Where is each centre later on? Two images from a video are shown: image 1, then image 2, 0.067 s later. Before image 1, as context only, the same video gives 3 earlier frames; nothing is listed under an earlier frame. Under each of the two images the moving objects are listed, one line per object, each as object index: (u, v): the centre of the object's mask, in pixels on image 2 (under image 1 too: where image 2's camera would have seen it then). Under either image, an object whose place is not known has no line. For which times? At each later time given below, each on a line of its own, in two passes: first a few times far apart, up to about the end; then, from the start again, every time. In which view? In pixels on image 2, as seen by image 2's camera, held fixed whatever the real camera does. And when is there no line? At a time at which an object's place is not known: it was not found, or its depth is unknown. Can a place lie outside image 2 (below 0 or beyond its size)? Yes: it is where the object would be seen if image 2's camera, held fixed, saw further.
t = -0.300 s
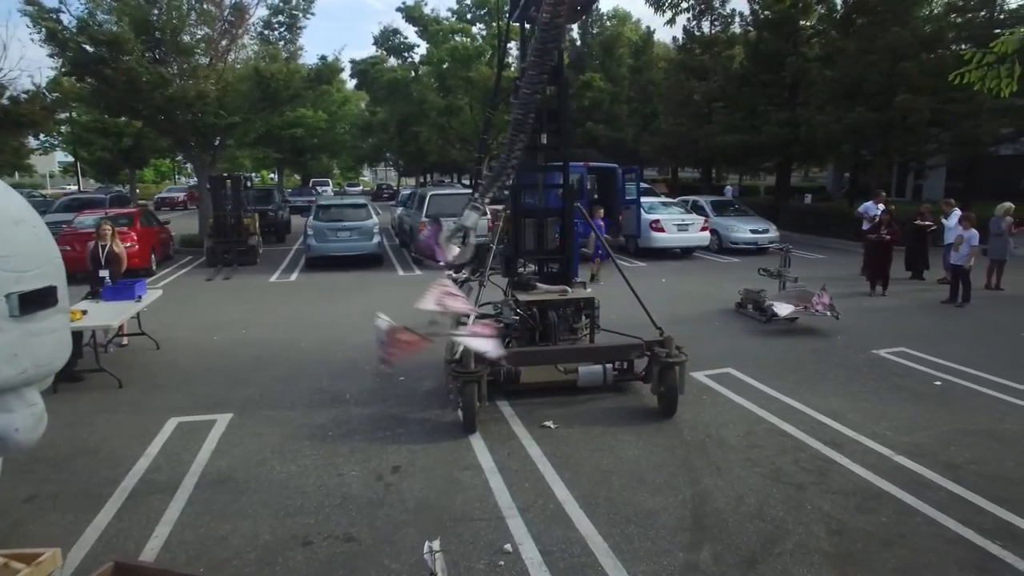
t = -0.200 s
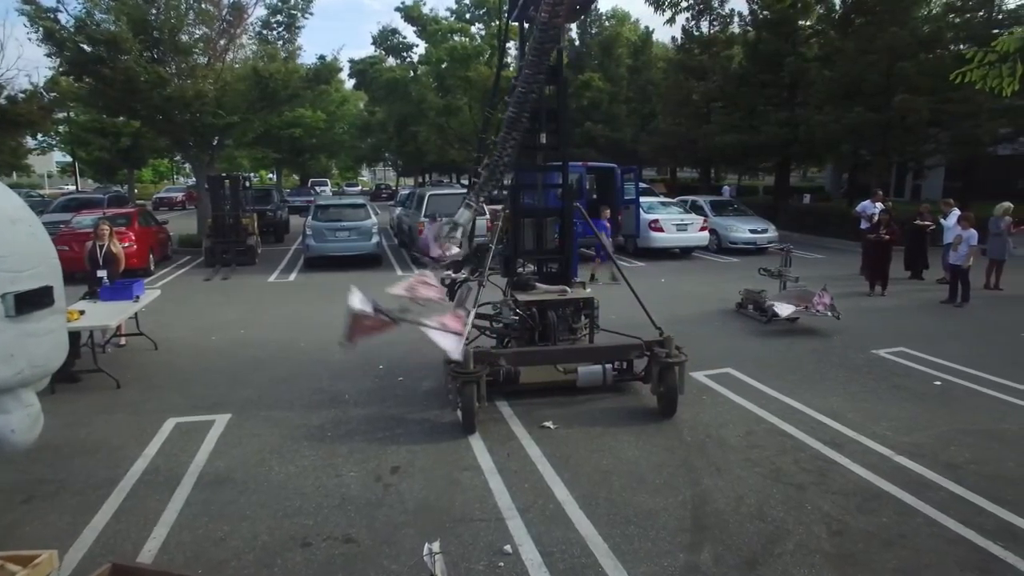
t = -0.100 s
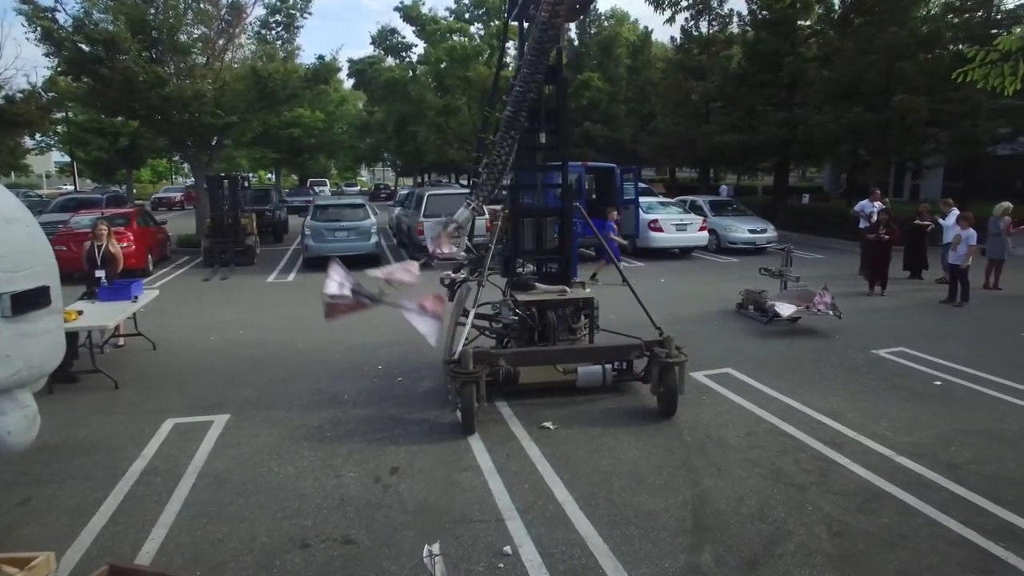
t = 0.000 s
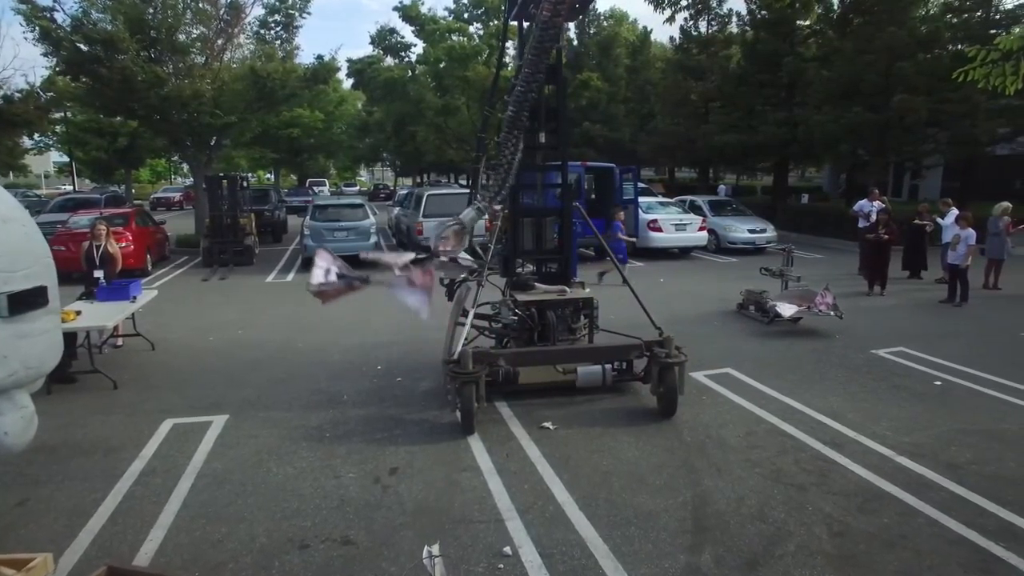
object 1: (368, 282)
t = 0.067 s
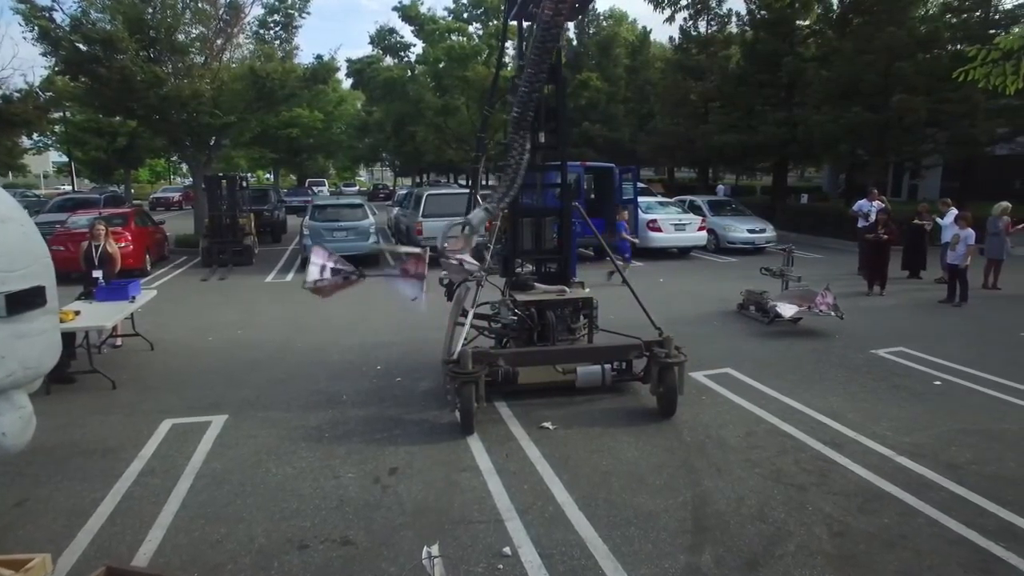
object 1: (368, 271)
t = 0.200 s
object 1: (360, 286)
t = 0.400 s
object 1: (356, 341)
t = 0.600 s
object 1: (358, 407)
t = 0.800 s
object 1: (326, 421)
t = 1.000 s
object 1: (321, 423)
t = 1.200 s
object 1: (322, 422)
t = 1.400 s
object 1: (314, 430)
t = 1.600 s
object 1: (313, 430)
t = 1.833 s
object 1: (311, 432)
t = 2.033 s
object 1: (310, 433)
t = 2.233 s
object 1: (309, 433)
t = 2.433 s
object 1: (308, 433)
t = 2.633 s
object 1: (308, 433)
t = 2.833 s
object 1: (307, 434)
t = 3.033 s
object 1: (306, 434)
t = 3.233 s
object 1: (306, 434)
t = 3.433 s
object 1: (306, 434)
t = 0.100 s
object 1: (363, 275)
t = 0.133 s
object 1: (363, 276)
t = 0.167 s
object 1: (362, 281)
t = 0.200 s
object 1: (360, 286)
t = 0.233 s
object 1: (359, 293)
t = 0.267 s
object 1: (358, 300)
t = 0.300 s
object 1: (358, 309)
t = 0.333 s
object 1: (358, 321)
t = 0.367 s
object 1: (351, 323)
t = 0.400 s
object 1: (356, 341)
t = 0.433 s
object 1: (355, 350)
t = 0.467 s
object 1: (358, 367)
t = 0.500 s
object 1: (362, 391)
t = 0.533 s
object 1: (362, 402)
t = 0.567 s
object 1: (360, 408)
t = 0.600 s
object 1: (358, 407)
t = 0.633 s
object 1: (356, 412)
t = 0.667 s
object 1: (347, 414)
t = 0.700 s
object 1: (342, 415)
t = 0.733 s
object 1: (337, 417)
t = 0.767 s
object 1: (331, 420)
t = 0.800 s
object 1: (326, 421)
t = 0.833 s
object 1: (323, 421)
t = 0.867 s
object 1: (321, 421)
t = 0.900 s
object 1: (321, 421)
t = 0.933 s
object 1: (320, 423)
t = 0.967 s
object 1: (322, 423)
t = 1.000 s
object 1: (321, 423)
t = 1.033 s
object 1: (320, 423)
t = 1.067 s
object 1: (320, 423)
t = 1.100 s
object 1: (320, 423)
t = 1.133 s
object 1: (321, 422)
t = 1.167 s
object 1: (322, 421)
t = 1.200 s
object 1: (322, 422)
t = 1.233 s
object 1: (320, 424)
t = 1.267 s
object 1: (317, 426)
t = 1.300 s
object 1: (316, 427)
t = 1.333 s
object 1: (315, 429)
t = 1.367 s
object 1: (314, 429)
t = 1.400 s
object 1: (314, 430)
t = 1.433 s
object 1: (314, 430)
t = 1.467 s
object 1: (313, 431)
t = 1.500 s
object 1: (312, 431)
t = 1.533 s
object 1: (313, 430)
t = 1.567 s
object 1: (314, 429)
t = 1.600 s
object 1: (313, 430)
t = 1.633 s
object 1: (313, 430)
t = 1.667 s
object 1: (312, 431)
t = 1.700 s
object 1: (311, 432)
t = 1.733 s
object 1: (311, 432)
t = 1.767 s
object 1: (311, 432)
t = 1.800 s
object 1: (311, 432)
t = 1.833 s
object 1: (311, 432)
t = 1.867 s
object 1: (310, 432)
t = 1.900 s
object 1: (310, 433)
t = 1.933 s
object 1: (310, 433)
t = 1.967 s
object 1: (310, 433)
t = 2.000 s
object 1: (310, 433)
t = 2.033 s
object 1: (310, 433)
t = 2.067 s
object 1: (310, 433)
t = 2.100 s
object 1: (310, 433)
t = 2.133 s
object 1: (309, 433)
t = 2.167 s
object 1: (309, 433)
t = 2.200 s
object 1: (309, 433)
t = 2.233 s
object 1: (309, 433)
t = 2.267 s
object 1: (309, 433)
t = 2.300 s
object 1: (309, 433)
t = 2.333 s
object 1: (308, 433)
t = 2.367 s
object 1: (308, 433)
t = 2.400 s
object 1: (308, 433)
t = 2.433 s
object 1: (308, 433)
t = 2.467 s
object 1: (308, 433)
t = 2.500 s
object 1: (308, 433)
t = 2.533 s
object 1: (308, 433)
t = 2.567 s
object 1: (308, 433)
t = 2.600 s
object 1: (308, 433)
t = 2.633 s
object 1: (308, 433)
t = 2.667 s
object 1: (308, 433)
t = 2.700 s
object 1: (308, 434)
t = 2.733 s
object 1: (307, 434)
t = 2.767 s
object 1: (307, 434)
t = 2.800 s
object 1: (307, 434)
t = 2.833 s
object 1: (307, 434)
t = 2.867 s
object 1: (307, 434)
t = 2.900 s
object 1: (307, 434)
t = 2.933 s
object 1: (307, 434)
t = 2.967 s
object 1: (307, 434)
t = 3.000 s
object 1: (307, 434)
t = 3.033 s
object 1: (306, 434)
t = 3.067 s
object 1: (306, 434)
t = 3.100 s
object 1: (306, 434)
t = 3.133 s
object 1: (306, 434)
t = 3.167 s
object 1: (307, 434)
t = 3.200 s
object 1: (307, 434)
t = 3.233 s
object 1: (306, 434)
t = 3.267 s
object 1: (306, 434)
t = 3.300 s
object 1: (306, 434)
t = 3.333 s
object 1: (306, 434)
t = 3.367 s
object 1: (306, 434)
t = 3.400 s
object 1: (306, 434)
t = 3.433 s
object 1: (306, 434)
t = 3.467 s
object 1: (306, 434)
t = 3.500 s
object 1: (306, 434)
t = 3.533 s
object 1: (306, 434)
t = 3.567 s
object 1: (306, 434)
